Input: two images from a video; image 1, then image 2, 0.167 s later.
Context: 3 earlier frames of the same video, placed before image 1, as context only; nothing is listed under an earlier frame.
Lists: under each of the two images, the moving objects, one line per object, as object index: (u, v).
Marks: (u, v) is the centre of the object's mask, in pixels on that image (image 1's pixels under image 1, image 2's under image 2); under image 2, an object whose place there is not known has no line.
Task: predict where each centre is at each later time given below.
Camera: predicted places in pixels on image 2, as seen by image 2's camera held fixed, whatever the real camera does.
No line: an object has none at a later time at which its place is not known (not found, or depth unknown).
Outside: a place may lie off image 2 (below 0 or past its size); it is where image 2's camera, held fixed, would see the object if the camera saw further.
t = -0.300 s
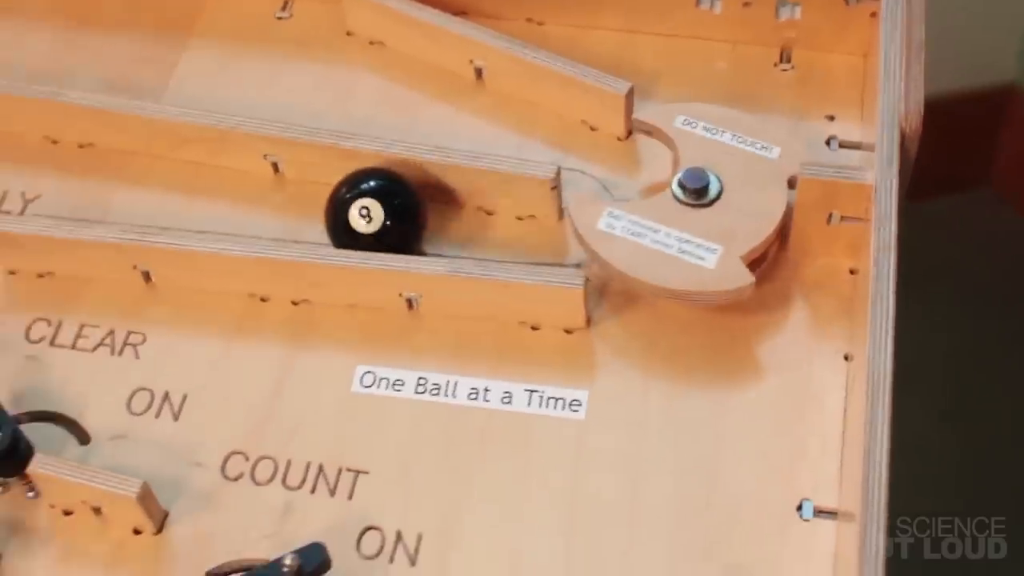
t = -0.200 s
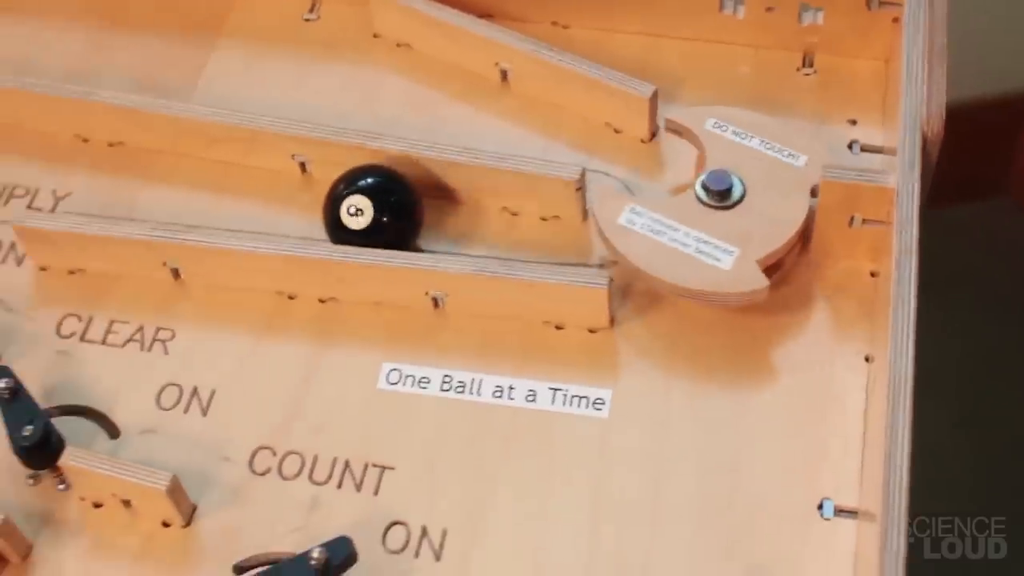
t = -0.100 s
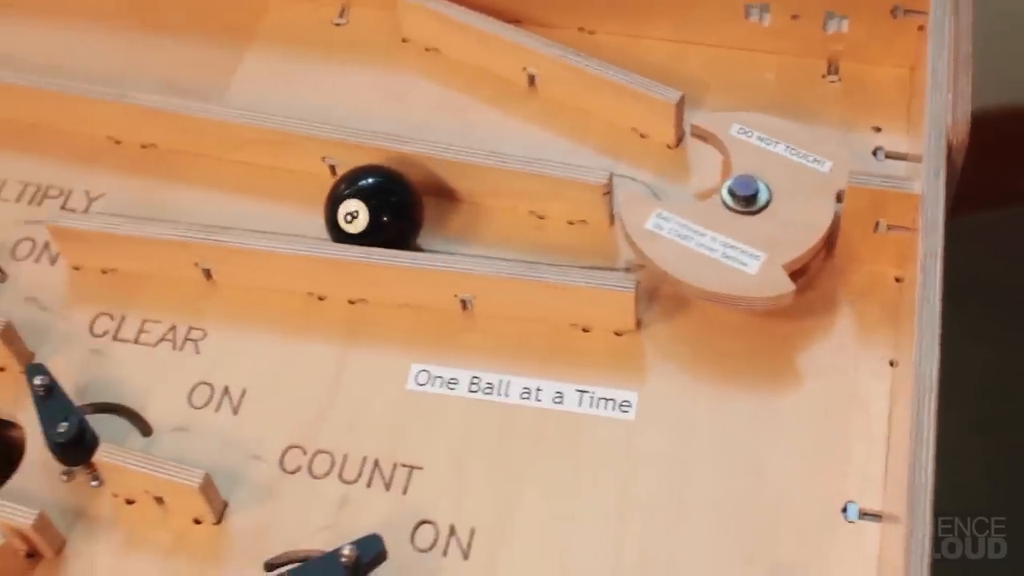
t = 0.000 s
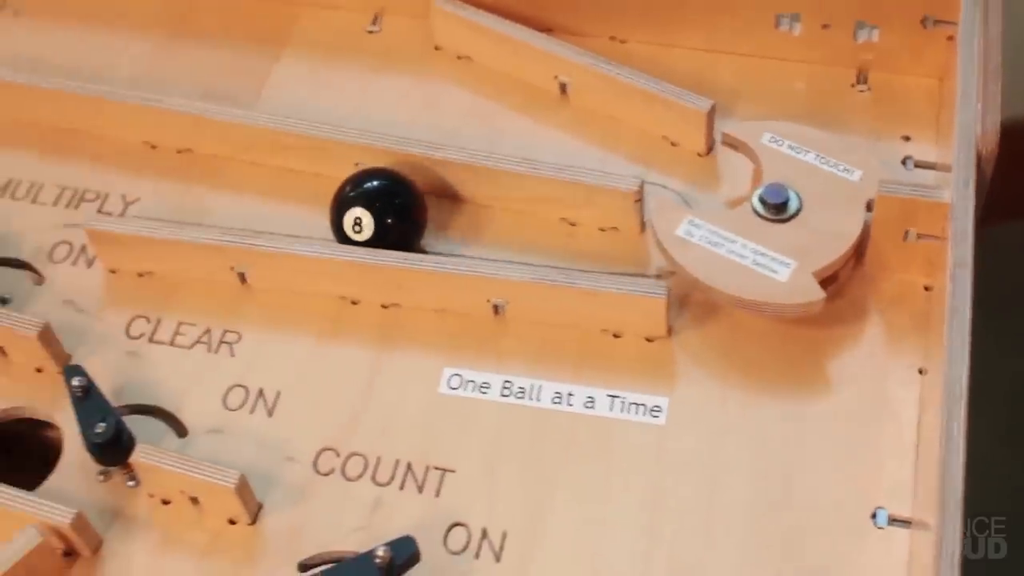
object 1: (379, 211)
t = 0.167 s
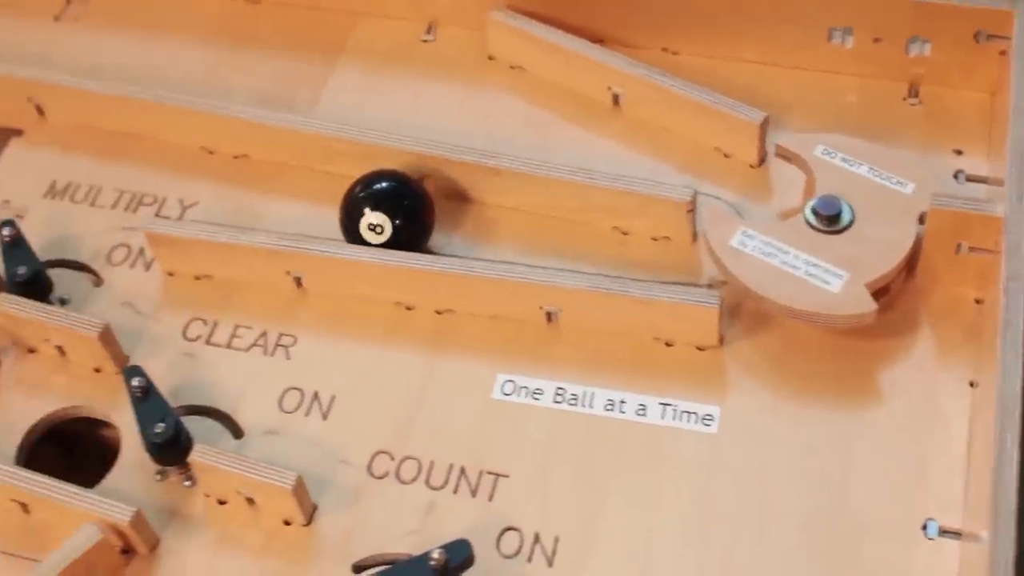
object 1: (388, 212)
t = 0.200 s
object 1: (379, 210)
